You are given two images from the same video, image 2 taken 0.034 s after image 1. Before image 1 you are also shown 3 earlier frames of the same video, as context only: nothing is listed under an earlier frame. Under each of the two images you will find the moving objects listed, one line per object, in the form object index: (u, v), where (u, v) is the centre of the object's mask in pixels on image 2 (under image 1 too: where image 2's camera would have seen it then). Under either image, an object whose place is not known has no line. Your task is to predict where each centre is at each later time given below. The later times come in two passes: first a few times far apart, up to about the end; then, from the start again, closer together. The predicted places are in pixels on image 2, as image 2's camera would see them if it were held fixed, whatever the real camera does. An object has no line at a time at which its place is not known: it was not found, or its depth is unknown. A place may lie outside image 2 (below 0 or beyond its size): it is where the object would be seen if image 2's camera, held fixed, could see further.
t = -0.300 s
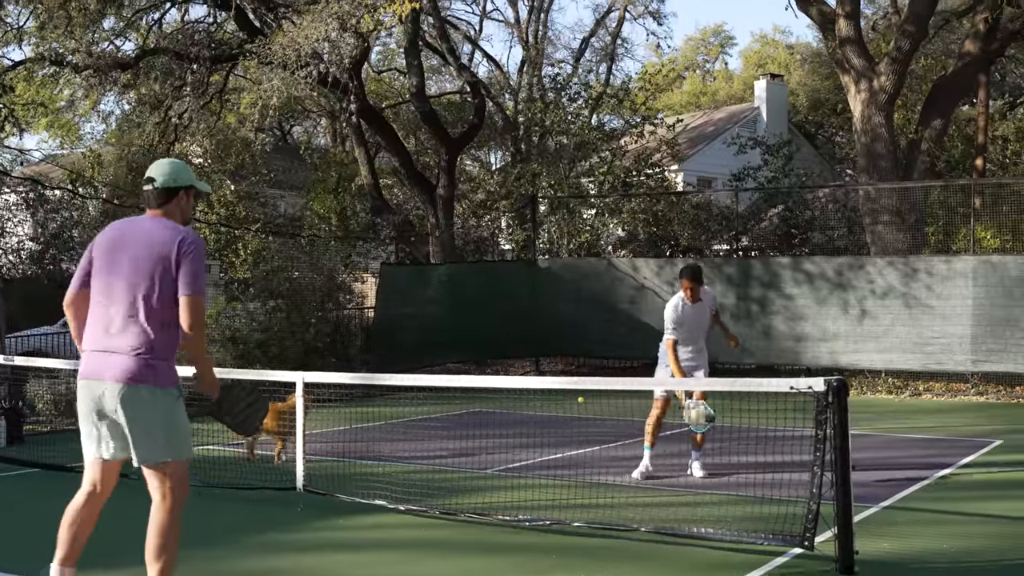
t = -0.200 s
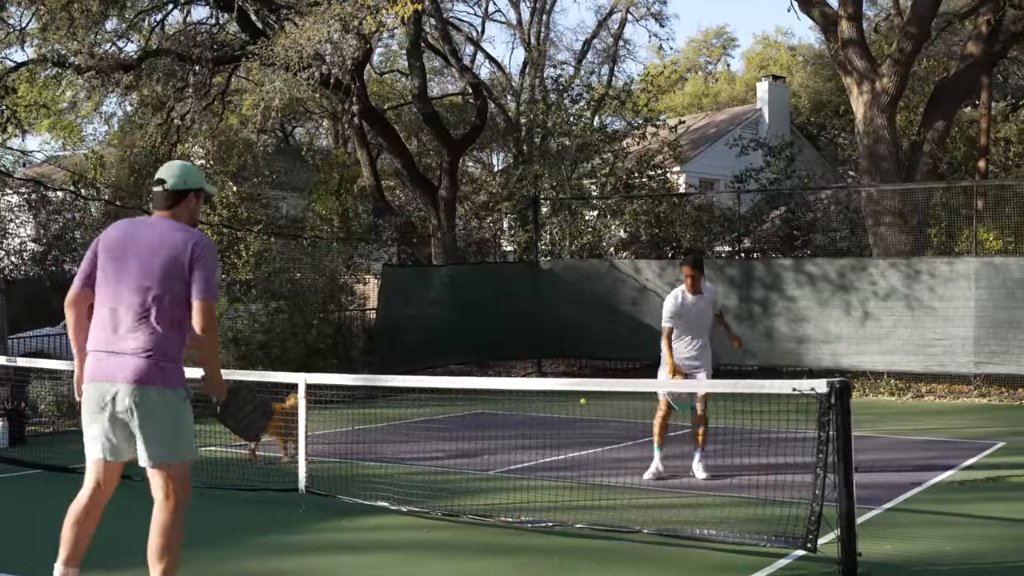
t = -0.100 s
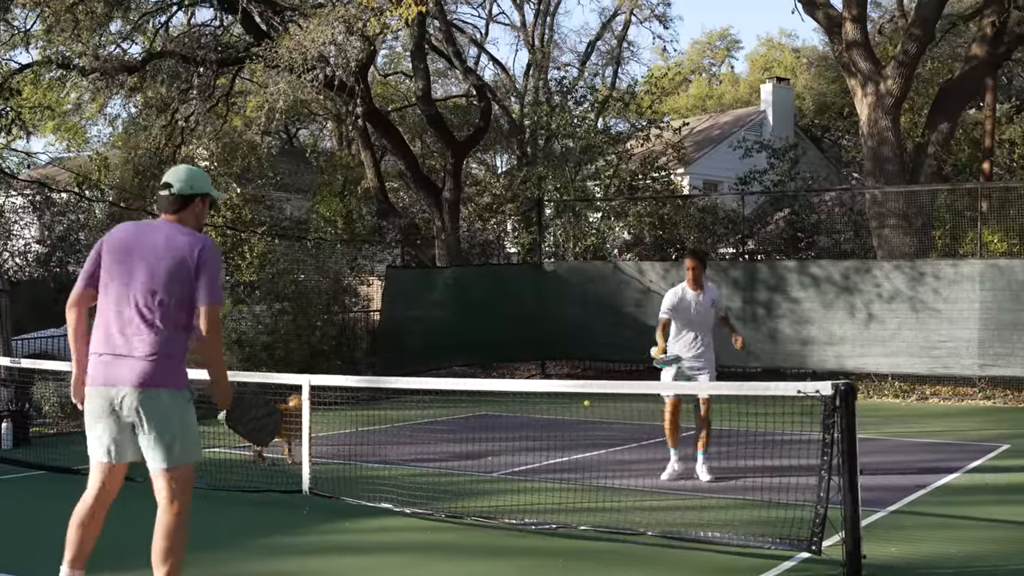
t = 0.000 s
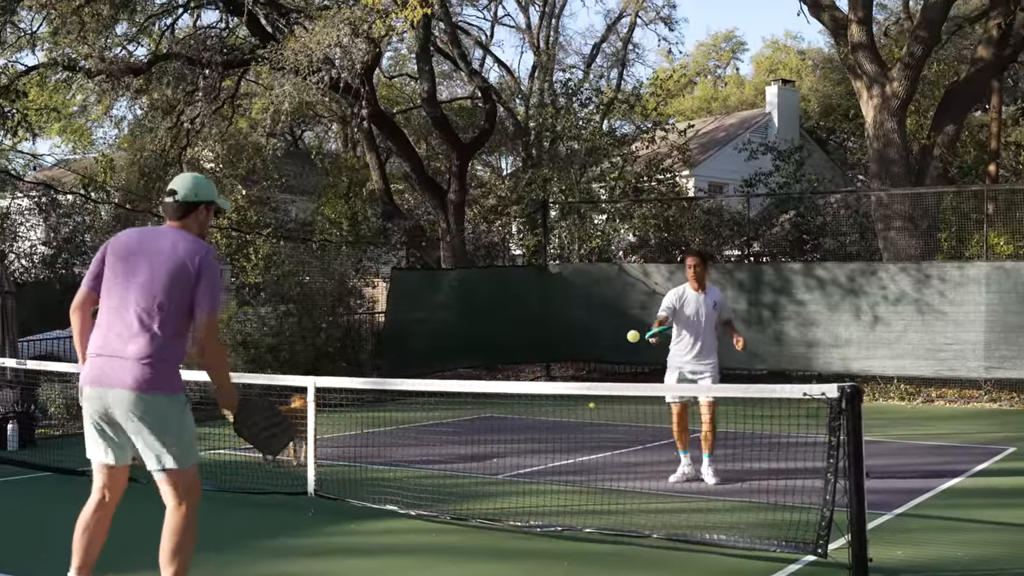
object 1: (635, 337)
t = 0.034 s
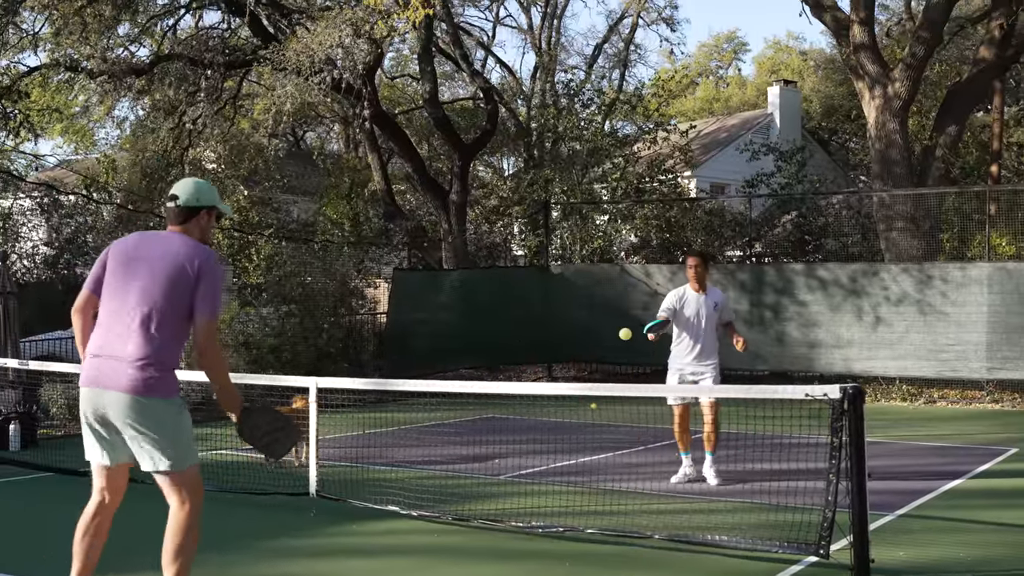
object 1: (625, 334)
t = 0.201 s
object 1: (572, 347)
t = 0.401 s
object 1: (499, 437)
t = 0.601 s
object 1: (423, 558)
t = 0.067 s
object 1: (615, 333)
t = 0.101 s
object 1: (605, 333)
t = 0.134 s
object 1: (594, 336)
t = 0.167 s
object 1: (583, 341)
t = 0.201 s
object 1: (572, 347)
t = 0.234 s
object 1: (561, 356)
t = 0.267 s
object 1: (550, 367)
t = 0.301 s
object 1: (537, 380)
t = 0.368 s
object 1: (512, 415)
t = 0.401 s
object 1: (499, 437)
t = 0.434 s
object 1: (486, 461)
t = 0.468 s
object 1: (471, 488)
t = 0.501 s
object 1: (456, 519)
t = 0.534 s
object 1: (441, 554)
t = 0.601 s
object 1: (423, 558)
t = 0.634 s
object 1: (418, 542)
